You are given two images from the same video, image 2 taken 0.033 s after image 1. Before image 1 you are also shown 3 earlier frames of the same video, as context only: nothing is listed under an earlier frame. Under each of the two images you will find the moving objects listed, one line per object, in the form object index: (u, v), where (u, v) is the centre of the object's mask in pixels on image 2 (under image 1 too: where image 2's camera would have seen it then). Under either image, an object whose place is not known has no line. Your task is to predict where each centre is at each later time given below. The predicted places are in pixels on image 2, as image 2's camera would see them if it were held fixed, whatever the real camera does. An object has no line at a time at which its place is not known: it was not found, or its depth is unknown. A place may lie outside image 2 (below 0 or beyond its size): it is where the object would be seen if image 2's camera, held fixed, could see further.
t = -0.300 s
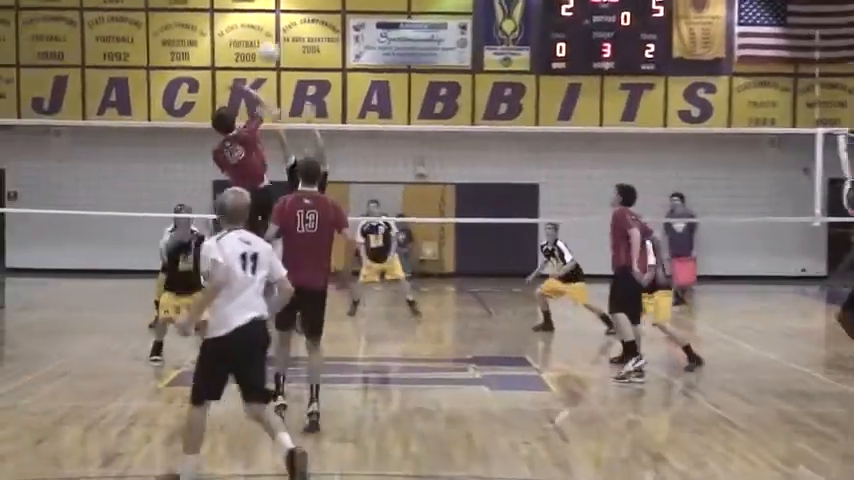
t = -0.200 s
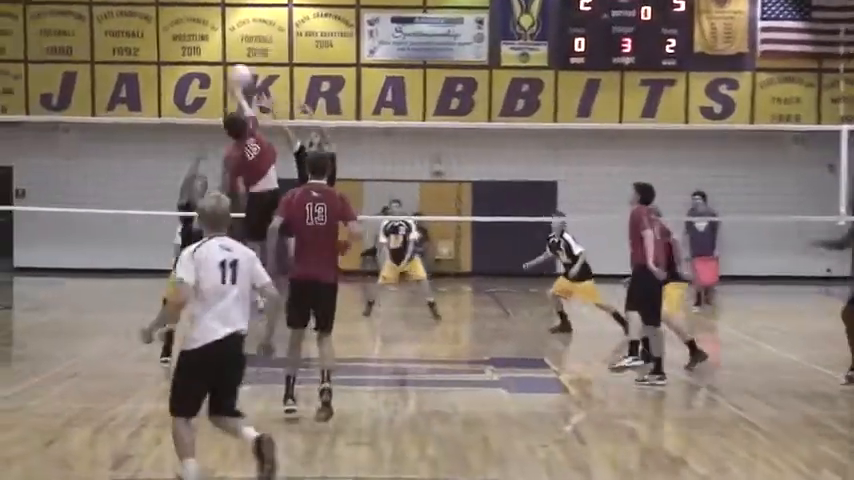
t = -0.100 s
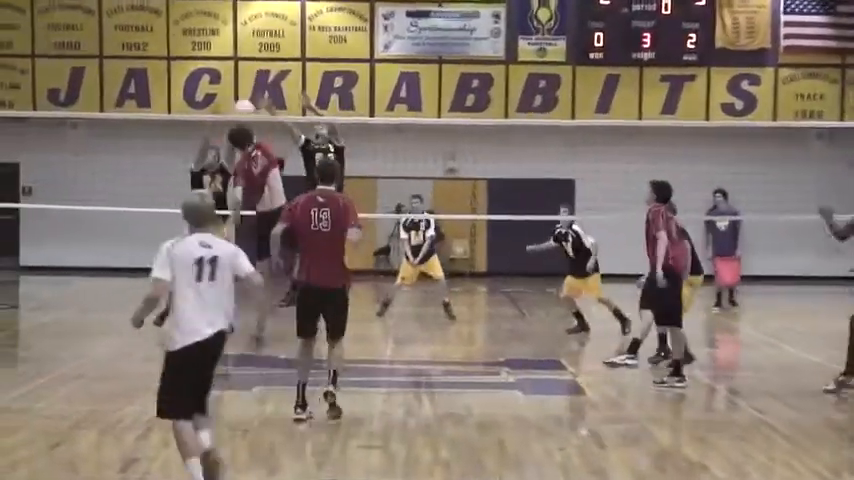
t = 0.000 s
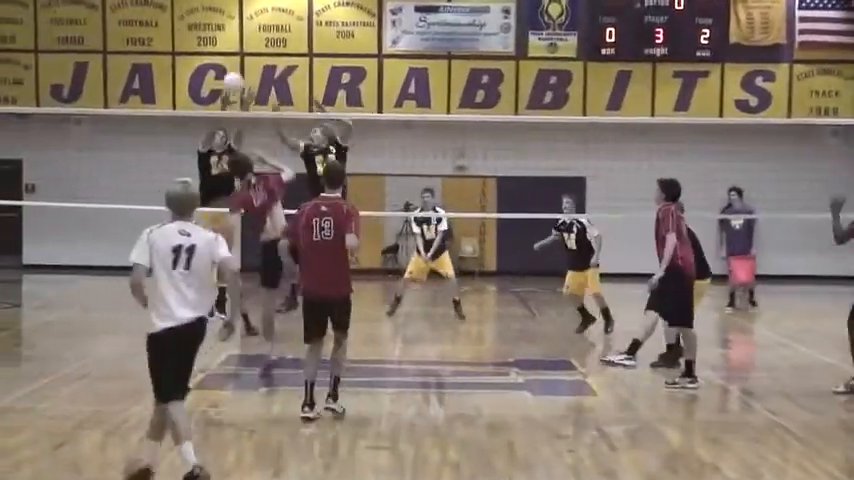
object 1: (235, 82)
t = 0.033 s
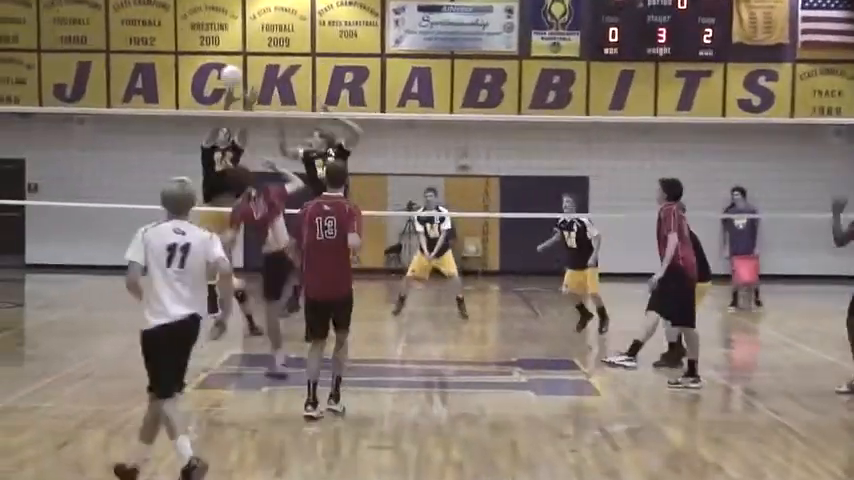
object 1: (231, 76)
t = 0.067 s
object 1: (227, 72)
